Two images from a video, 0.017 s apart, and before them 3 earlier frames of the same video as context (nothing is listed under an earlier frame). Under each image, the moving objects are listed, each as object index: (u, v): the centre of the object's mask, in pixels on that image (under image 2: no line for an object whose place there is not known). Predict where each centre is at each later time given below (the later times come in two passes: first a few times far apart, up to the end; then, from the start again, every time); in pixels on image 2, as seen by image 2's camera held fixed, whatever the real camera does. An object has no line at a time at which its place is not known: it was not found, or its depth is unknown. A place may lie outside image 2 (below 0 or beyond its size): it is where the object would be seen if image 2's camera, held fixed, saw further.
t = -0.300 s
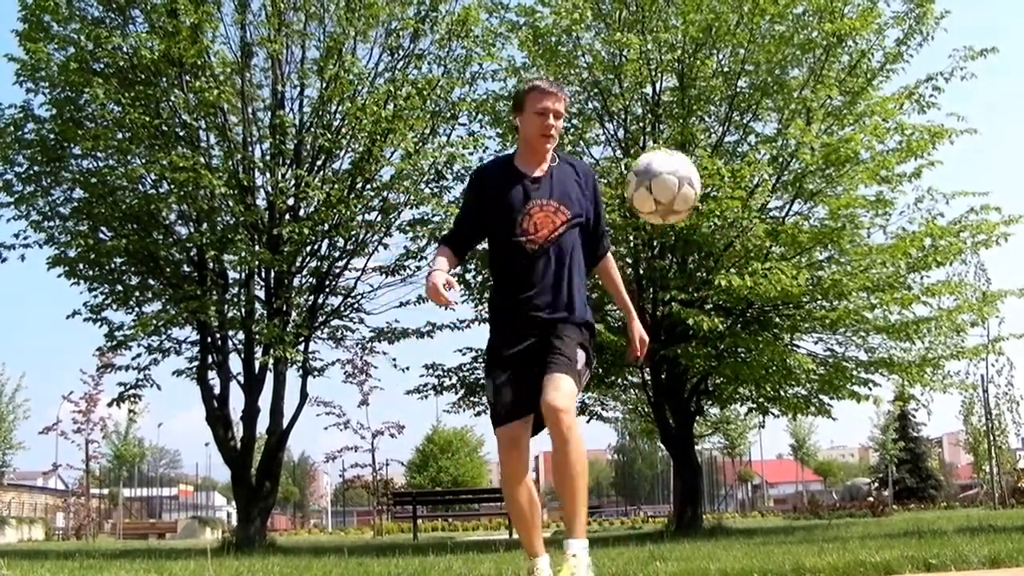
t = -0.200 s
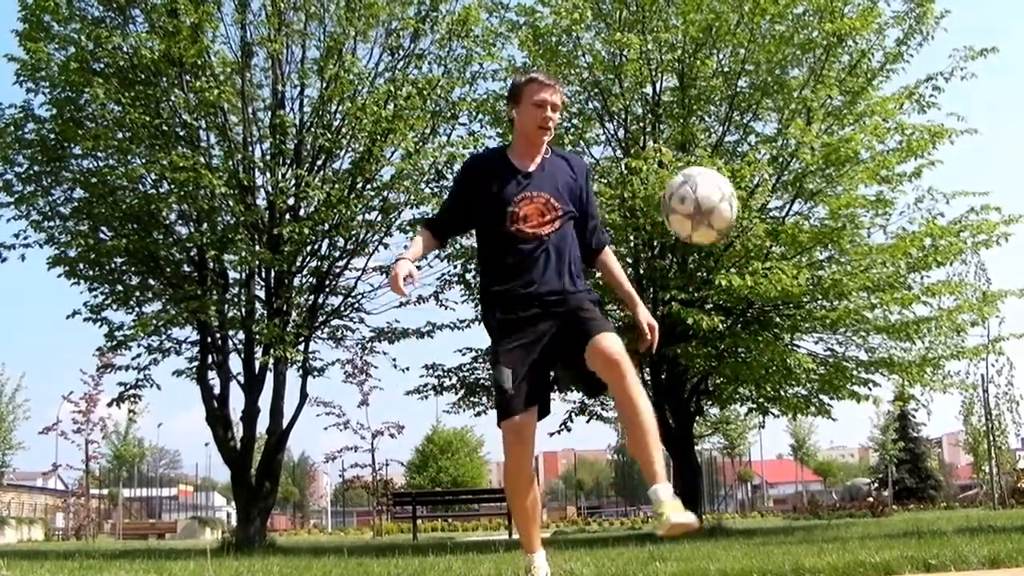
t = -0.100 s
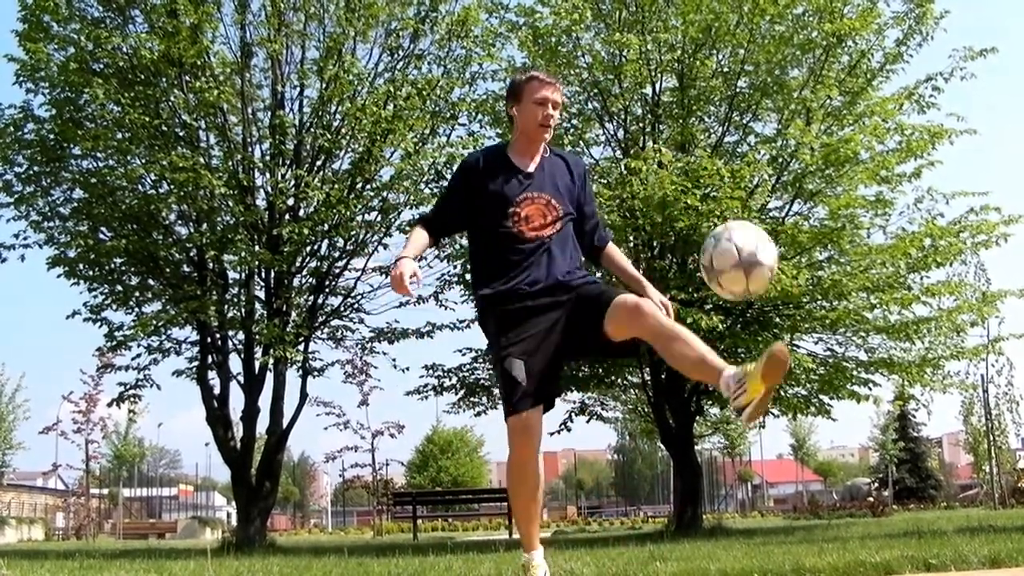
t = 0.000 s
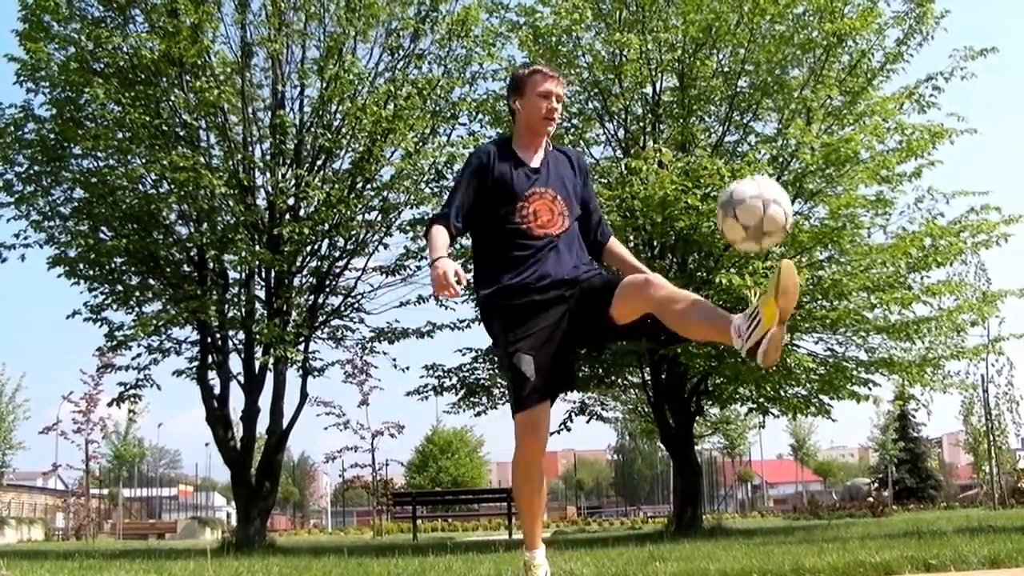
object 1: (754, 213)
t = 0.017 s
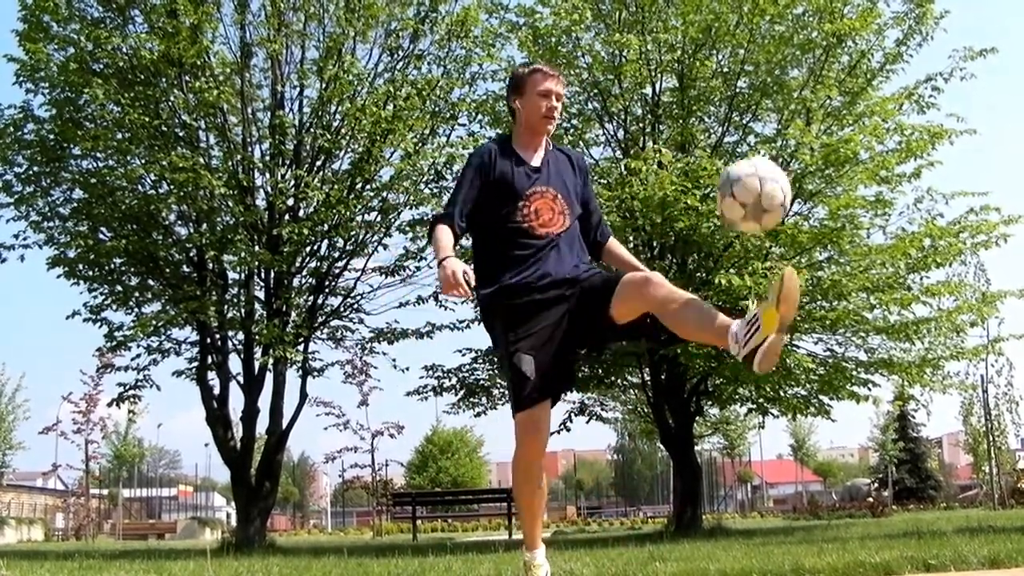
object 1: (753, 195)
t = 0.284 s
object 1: (753, 28)
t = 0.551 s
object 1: (773, 68)
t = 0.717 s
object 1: (795, 207)
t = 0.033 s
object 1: (753, 177)
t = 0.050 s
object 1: (753, 159)
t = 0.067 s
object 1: (753, 143)
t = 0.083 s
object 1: (752, 129)
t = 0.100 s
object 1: (752, 115)
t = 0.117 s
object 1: (752, 102)
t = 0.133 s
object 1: (752, 90)
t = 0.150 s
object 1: (752, 79)
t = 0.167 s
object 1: (751, 69)
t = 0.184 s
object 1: (752, 61)
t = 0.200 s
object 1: (752, 51)
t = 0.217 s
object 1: (751, 45)
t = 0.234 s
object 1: (752, 38)
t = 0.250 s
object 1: (753, 32)
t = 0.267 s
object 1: (753, 30)
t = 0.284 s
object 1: (753, 28)
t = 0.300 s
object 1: (755, 26)
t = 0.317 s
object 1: (755, 25)
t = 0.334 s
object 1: (757, 25)
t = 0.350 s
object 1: (757, 24)
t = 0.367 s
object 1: (758, 24)
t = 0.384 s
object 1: (758, 24)
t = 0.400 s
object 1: (759, 24)
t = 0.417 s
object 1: (760, 25)
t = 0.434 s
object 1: (761, 27)
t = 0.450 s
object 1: (763, 30)
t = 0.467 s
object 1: (764, 33)
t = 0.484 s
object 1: (765, 38)
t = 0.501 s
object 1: (768, 44)
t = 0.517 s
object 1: (769, 52)
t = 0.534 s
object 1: (771, 59)
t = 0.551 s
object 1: (773, 68)
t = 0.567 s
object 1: (775, 79)
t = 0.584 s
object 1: (777, 89)
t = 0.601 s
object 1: (779, 101)
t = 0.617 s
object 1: (782, 113)
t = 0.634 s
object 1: (783, 126)
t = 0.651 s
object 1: (786, 141)
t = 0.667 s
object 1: (788, 157)
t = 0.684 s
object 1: (790, 172)
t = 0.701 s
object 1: (792, 190)
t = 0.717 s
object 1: (795, 207)
